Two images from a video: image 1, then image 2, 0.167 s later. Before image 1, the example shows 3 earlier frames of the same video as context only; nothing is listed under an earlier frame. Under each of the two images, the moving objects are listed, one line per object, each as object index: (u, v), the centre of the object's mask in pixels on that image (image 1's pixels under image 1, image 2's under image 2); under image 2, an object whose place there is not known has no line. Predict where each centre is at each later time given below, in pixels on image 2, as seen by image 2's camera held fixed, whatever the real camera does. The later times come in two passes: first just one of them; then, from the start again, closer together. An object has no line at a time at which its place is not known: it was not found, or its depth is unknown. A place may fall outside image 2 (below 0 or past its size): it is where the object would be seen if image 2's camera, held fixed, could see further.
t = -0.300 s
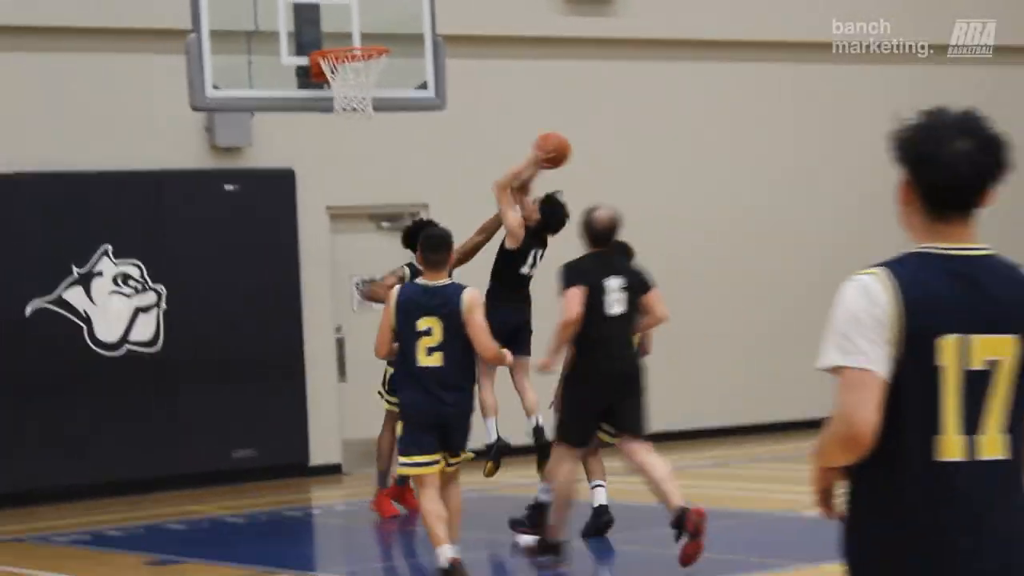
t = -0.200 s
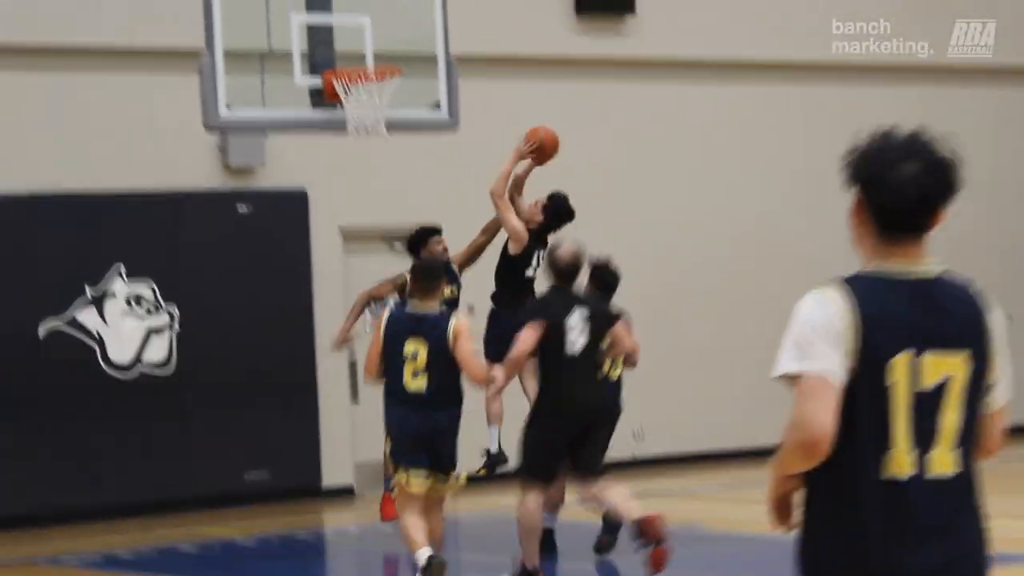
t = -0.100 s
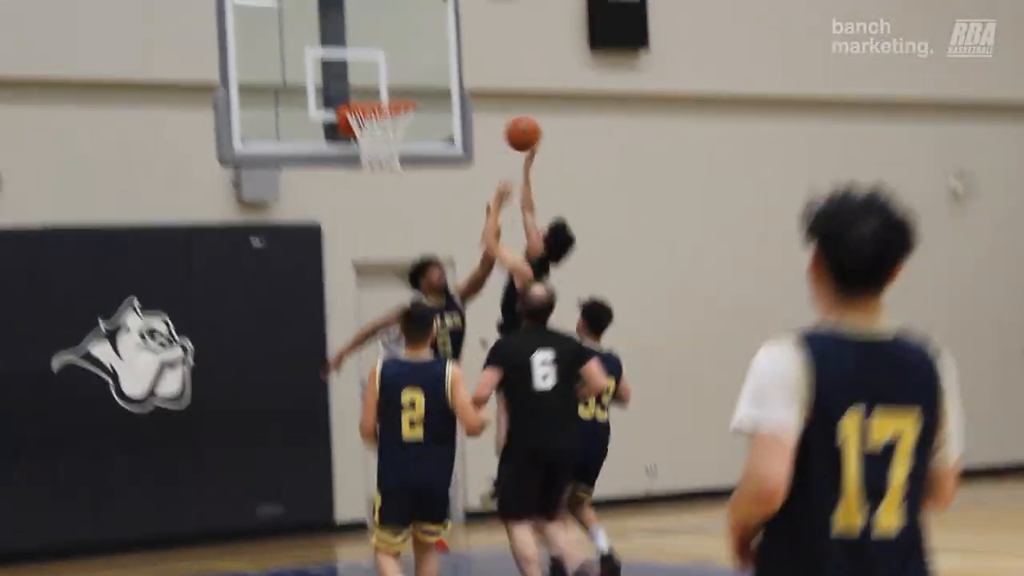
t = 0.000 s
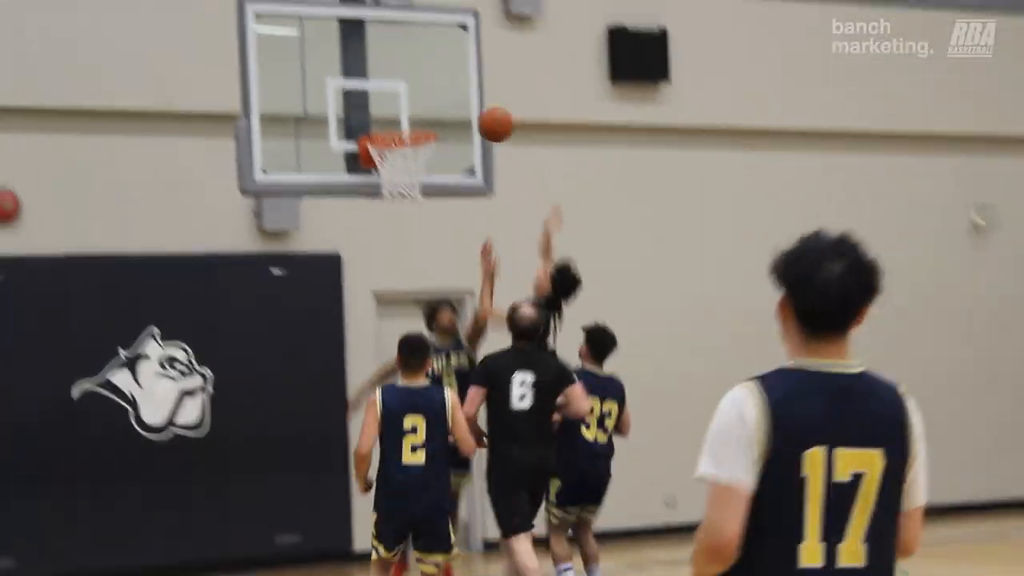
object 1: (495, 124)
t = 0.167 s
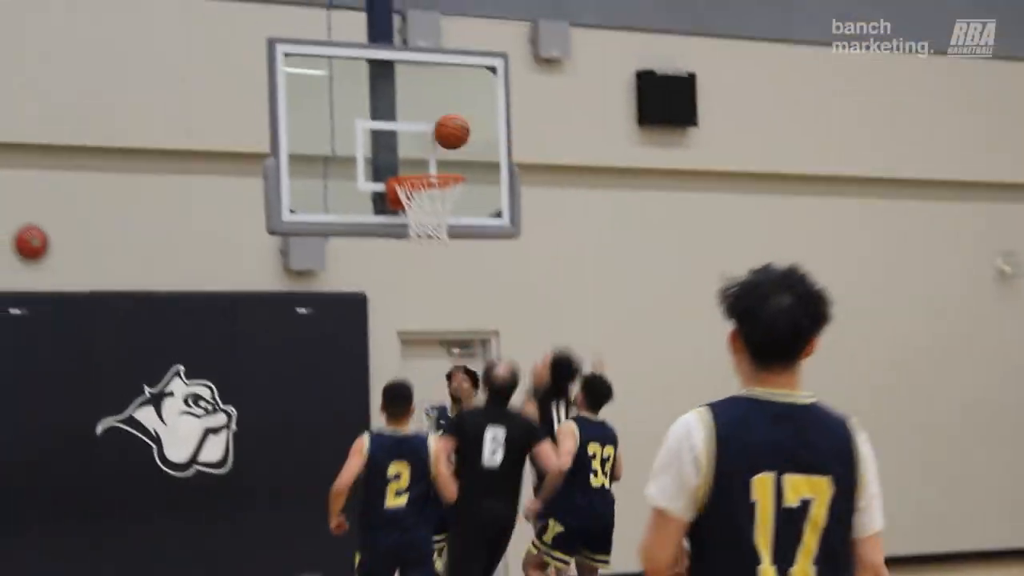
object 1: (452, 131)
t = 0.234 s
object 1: (448, 129)
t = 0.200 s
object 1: (450, 130)
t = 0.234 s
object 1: (448, 129)
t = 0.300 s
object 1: (444, 134)
